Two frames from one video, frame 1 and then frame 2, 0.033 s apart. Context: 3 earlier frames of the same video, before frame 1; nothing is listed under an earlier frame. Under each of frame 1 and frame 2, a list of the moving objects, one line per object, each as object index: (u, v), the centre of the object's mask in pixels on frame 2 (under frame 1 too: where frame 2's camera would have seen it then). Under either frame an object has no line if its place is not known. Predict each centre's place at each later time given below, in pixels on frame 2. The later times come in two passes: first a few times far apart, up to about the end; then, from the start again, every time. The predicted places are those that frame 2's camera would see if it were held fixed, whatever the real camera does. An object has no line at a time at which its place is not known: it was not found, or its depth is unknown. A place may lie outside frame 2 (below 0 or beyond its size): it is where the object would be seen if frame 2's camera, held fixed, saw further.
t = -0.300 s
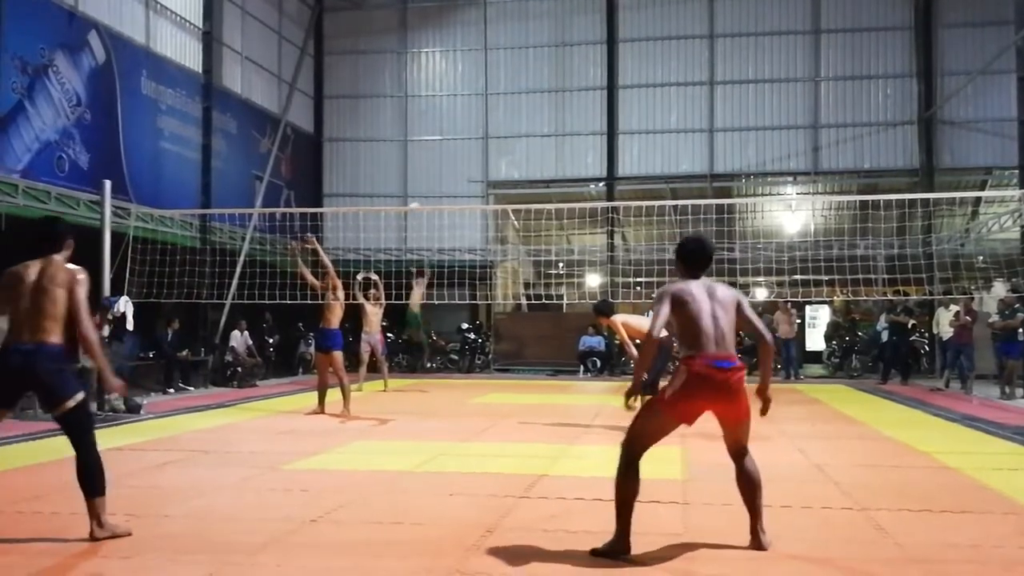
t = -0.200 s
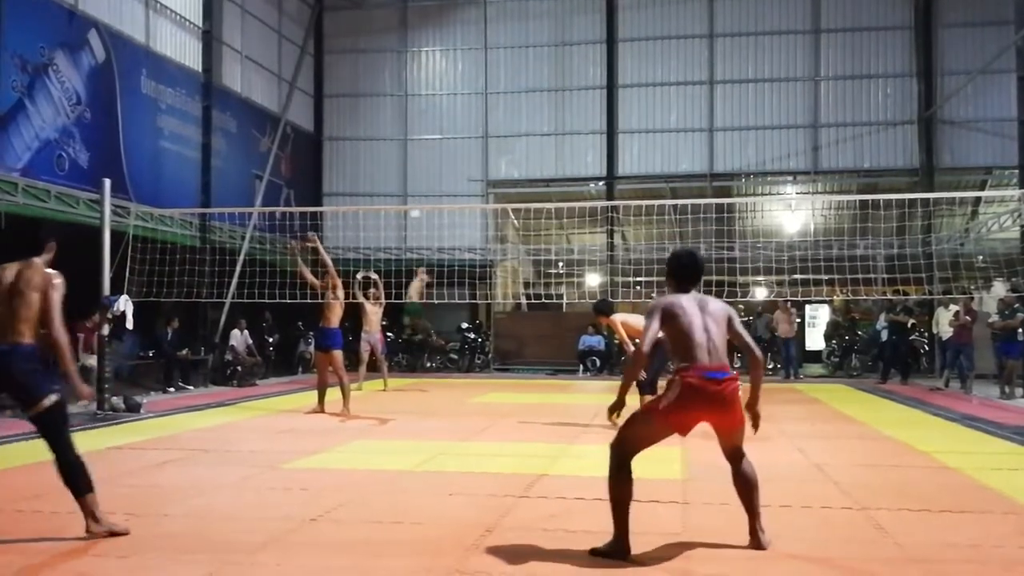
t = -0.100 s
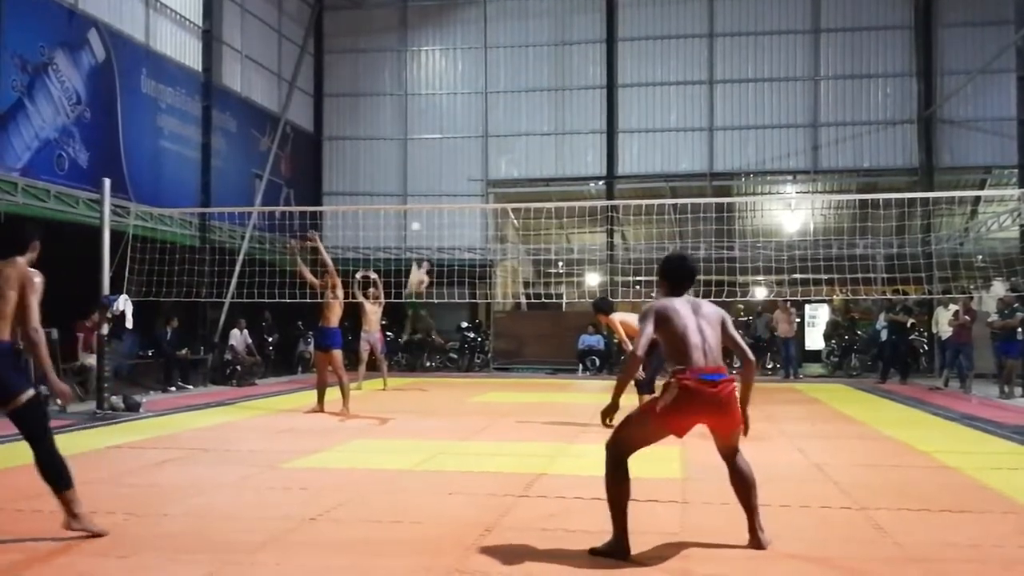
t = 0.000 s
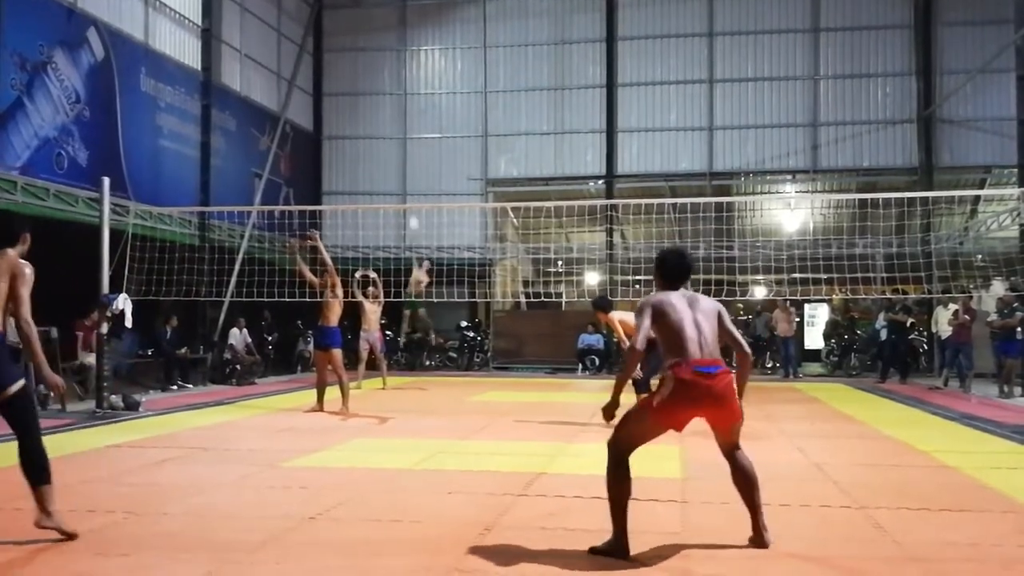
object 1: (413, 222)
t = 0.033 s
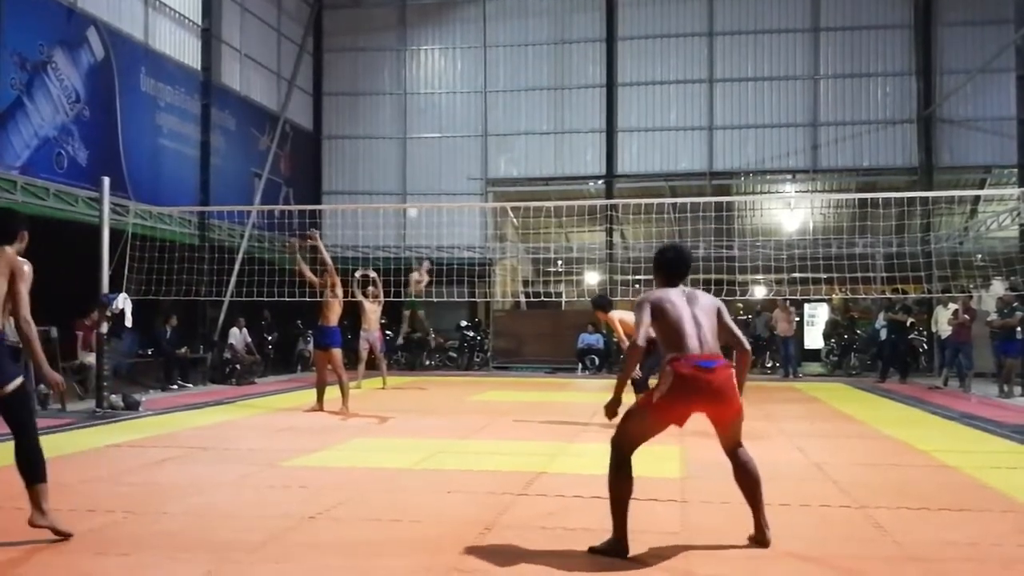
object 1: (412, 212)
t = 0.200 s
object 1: (414, 159)
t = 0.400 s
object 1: (436, 112)
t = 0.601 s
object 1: (504, 105)
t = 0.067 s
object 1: (411, 199)
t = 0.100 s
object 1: (412, 190)
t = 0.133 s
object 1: (412, 178)
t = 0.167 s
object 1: (413, 169)
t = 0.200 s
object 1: (414, 159)
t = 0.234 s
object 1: (415, 150)
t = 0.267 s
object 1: (418, 140)
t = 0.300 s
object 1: (421, 133)
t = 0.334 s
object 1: (425, 125)
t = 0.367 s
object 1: (430, 118)
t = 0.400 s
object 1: (436, 112)
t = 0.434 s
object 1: (442, 107)
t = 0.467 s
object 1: (451, 104)
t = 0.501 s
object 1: (462, 100)
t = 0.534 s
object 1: (474, 100)
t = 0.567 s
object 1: (485, 102)
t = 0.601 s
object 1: (504, 105)
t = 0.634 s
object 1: (522, 111)
